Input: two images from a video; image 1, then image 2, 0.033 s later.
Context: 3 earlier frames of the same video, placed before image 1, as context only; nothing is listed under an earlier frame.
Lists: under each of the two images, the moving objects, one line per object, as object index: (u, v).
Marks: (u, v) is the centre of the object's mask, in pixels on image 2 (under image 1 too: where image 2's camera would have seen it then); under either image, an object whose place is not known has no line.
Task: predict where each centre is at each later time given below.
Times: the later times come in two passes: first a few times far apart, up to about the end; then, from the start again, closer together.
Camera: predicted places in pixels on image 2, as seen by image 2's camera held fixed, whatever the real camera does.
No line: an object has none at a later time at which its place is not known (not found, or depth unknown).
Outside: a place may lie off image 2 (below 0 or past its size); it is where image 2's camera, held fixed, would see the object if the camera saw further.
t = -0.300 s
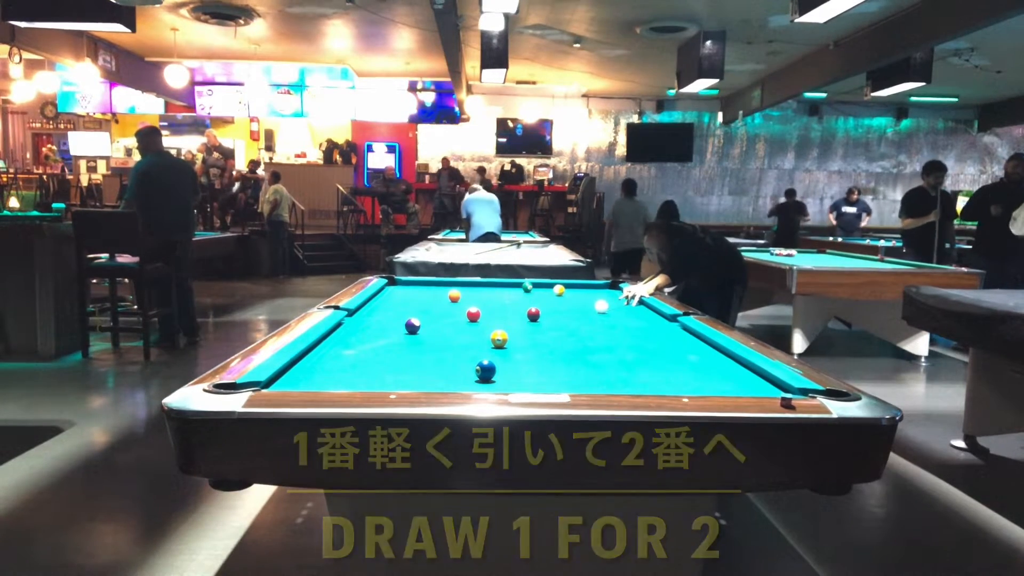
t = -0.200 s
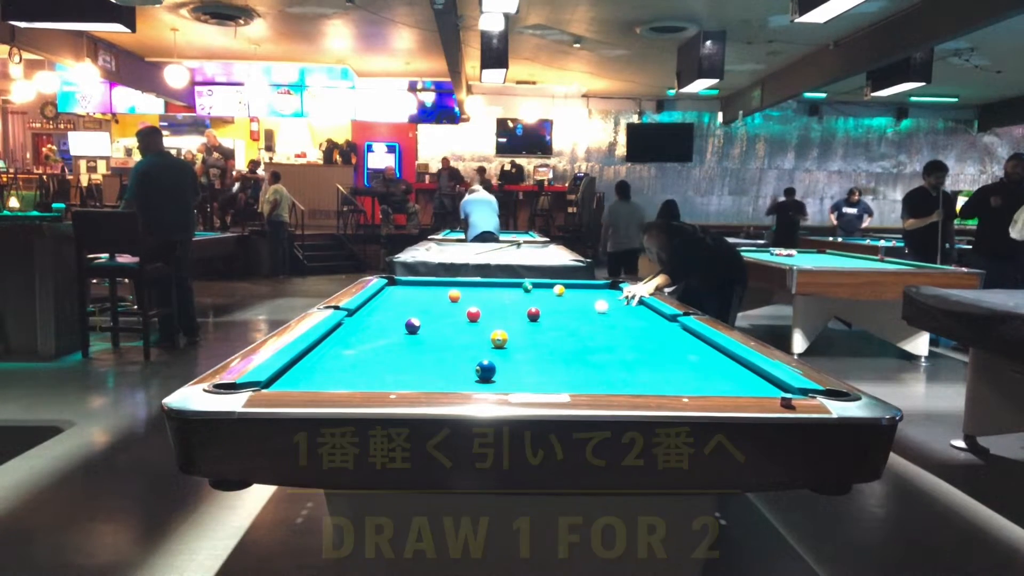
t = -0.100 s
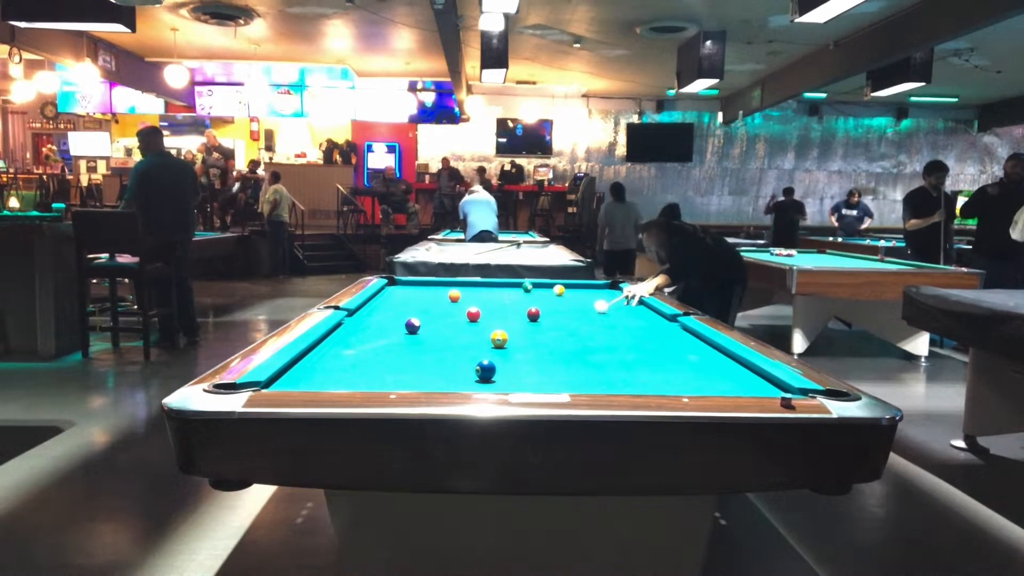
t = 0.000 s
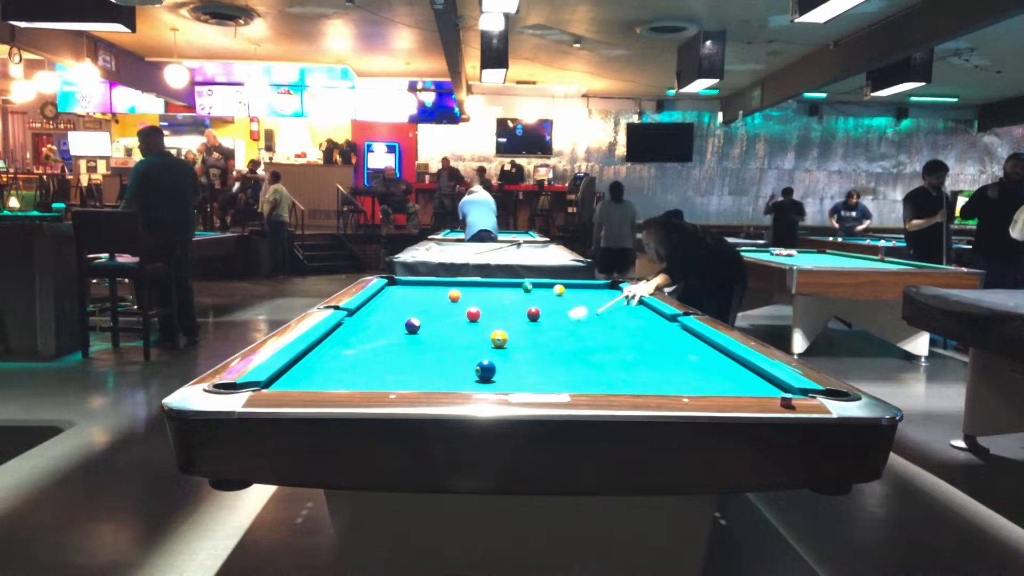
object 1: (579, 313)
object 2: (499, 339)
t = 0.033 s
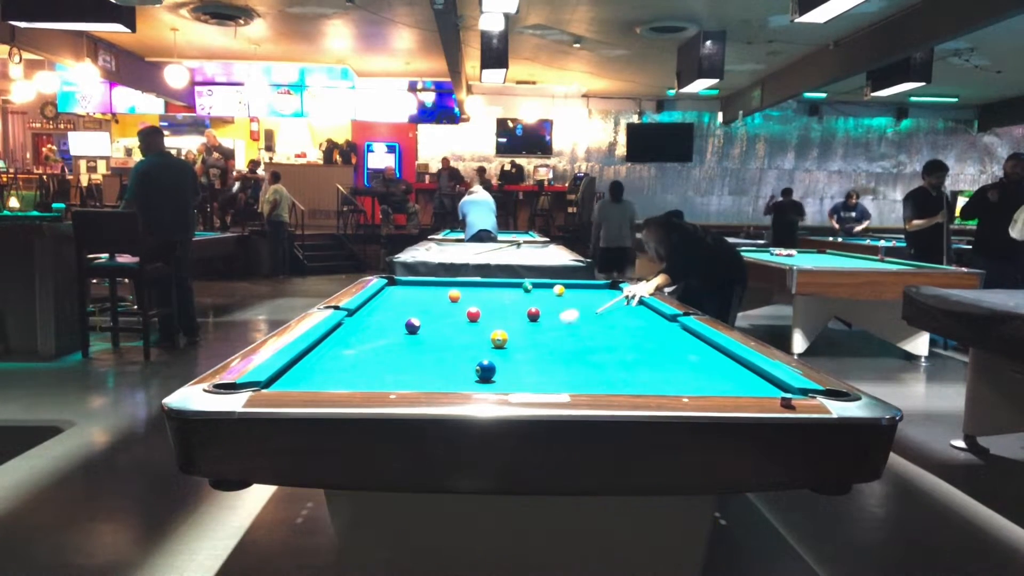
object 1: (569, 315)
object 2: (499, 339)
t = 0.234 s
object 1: (516, 334)
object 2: (499, 339)
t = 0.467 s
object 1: (521, 339)
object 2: (416, 358)
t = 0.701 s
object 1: (533, 343)
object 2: (321, 379)
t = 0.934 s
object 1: (543, 345)
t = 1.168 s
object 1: (554, 348)
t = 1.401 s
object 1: (564, 350)
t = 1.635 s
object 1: (573, 352)
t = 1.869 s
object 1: (581, 354)
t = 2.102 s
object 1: (588, 356)
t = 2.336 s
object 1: (595, 357)
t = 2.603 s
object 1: (600, 359)
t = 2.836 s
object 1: (604, 360)
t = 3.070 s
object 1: (607, 360)
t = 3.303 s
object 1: (610, 361)
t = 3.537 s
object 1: (610, 361)
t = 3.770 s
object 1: (610, 361)
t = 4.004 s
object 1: (610, 361)
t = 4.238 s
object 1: (610, 361)
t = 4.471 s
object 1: (610, 361)
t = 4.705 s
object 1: (610, 361)
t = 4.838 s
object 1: (610, 361)
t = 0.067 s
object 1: (561, 319)
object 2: (499, 339)
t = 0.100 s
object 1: (551, 321)
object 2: (499, 339)
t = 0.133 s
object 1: (542, 324)
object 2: (499, 339)
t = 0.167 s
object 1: (533, 328)
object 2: (499, 339)
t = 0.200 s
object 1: (523, 331)
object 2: (499, 339)
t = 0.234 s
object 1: (516, 334)
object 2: (499, 339)
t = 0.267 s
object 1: (507, 337)
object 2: (491, 341)
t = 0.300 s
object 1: (513, 337)
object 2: (478, 344)
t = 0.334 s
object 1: (514, 338)
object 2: (466, 348)
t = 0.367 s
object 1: (516, 338)
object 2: (453, 349)
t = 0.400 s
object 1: (518, 338)
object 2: (440, 353)
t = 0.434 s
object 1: (520, 339)
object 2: (428, 356)
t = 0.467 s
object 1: (521, 339)
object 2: (416, 358)
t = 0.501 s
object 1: (523, 340)
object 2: (403, 361)
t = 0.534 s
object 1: (525, 340)
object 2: (391, 364)
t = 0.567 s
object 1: (526, 341)
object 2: (378, 367)
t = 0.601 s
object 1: (528, 341)
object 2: (364, 370)
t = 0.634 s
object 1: (530, 342)
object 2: (351, 373)
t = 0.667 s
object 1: (531, 342)
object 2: (336, 376)
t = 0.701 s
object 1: (533, 343)
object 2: (321, 379)
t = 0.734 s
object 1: (534, 343)
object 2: (305, 380)
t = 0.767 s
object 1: (536, 343)
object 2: (289, 382)
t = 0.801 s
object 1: (538, 344)
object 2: (269, 384)
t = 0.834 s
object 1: (539, 344)
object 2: (257, 386)
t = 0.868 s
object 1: (540, 344)
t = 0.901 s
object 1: (542, 345)
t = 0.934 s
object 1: (543, 345)
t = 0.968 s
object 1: (545, 345)
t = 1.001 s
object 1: (547, 346)
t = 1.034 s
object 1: (548, 346)
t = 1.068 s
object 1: (550, 347)
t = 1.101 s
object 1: (551, 347)
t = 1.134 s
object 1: (553, 347)
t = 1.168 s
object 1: (554, 348)
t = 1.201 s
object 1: (556, 348)
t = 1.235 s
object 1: (557, 348)
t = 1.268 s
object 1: (558, 349)
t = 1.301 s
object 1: (560, 349)
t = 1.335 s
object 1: (561, 350)
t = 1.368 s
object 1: (562, 350)
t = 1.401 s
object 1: (564, 350)
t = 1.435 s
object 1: (565, 350)
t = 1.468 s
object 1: (566, 351)
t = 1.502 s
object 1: (568, 351)
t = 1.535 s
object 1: (569, 351)
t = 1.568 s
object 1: (570, 352)
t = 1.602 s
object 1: (571, 352)
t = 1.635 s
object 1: (573, 352)
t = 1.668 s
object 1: (574, 353)
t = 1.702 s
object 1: (575, 353)
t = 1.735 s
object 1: (577, 353)
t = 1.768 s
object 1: (578, 353)
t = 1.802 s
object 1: (579, 354)
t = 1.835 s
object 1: (580, 354)
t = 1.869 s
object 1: (581, 354)
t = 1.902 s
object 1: (582, 354)
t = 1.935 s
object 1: (583, 355)
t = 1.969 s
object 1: (584, 355)
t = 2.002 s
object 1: (585, 355)
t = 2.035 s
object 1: (586, 356)
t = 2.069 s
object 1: (587, 356)
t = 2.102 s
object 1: (588, 356)
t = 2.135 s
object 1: (589, 356)
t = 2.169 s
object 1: (590, 356)
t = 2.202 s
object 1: (591, 356)
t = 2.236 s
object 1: (592, 357)
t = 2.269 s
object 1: (593, 357)
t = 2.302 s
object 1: (594, 357)
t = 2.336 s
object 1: (595, 357)
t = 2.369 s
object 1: (595, 358)
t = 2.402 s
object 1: (596, 358)
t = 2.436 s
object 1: (597, 358)
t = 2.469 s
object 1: (598, 358)
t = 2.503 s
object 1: (598, 358)
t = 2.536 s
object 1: (599, 358)
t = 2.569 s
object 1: (600, 359)
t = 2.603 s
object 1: (600, 359)
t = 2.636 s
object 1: (601, 359)
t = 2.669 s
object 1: (602, 359)
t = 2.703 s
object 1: (603, 359)
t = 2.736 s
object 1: (603, 360)
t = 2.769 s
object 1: (603, 360)
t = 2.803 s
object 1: (604, 360)
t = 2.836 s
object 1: (604, 360)
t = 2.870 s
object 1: (605, 360)
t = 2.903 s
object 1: (605, 360)
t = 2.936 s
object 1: (606, 360)
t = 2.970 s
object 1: (606, 360)
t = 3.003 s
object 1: (607, 360)
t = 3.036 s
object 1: (607, 360)
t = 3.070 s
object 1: (607, 360)
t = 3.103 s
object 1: (608, 360)
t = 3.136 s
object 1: (608, 361)
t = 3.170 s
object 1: (608, 361)
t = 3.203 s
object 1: (609, 361)
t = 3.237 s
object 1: (609, 361)
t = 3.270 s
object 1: (609, 361)
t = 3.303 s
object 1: (610, 361)
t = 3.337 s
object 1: (610, 361)
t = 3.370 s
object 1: (610, 361)
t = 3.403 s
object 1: (610, 361)
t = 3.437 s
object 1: (610, 361)
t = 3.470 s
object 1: (610, 361)
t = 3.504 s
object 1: (610, 361)
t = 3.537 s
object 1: (610, 361)
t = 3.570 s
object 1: (610, 361)
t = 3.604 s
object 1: (610, 361)
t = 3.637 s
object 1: (610, 361)
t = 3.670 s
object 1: (610, 361)
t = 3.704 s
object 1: (610, 361)
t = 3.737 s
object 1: (610, 361)
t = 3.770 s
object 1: (610, 361)
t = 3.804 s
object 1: (610, 361)
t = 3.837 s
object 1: (610, 361)
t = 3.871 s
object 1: (610, 361)
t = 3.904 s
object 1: (610, 361)
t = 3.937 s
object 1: (610, 361)
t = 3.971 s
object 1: (610, 361)
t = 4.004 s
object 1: (610, 361)
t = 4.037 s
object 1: (610, 361)
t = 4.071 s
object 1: (610, 361)
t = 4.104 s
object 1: (610, 361)
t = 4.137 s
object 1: (610, 361)
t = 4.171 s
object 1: (610, 361)
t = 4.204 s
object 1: (610, 361)
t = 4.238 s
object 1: (610, 361)
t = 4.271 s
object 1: (610, 361)
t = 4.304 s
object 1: (610, 361)
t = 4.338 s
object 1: (610, 361)
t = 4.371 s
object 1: (610, 361)
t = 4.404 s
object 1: (610, 361)
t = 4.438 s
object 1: (610, 361)
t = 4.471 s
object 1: (610, 361)
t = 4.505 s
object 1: (610, 361)
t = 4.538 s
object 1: (610, 361)
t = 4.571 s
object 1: (610, 361)
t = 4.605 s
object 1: (610, 361)
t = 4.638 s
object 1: (610, 361)
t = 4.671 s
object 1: (610, 361)
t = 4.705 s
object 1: (610, 361)
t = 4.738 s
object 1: (610, 361)
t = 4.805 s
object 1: (610, 361)
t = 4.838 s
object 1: (610, 361)
